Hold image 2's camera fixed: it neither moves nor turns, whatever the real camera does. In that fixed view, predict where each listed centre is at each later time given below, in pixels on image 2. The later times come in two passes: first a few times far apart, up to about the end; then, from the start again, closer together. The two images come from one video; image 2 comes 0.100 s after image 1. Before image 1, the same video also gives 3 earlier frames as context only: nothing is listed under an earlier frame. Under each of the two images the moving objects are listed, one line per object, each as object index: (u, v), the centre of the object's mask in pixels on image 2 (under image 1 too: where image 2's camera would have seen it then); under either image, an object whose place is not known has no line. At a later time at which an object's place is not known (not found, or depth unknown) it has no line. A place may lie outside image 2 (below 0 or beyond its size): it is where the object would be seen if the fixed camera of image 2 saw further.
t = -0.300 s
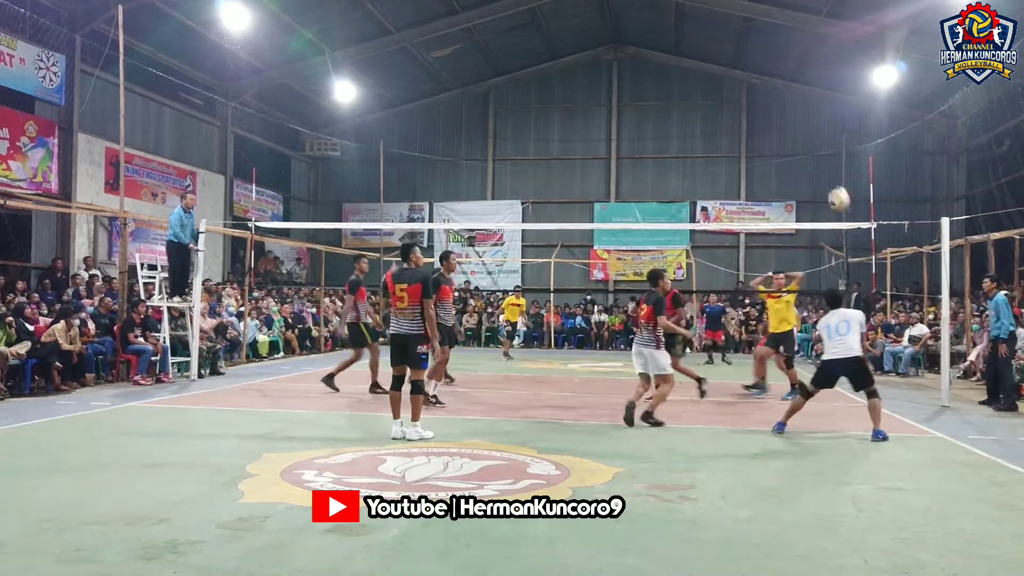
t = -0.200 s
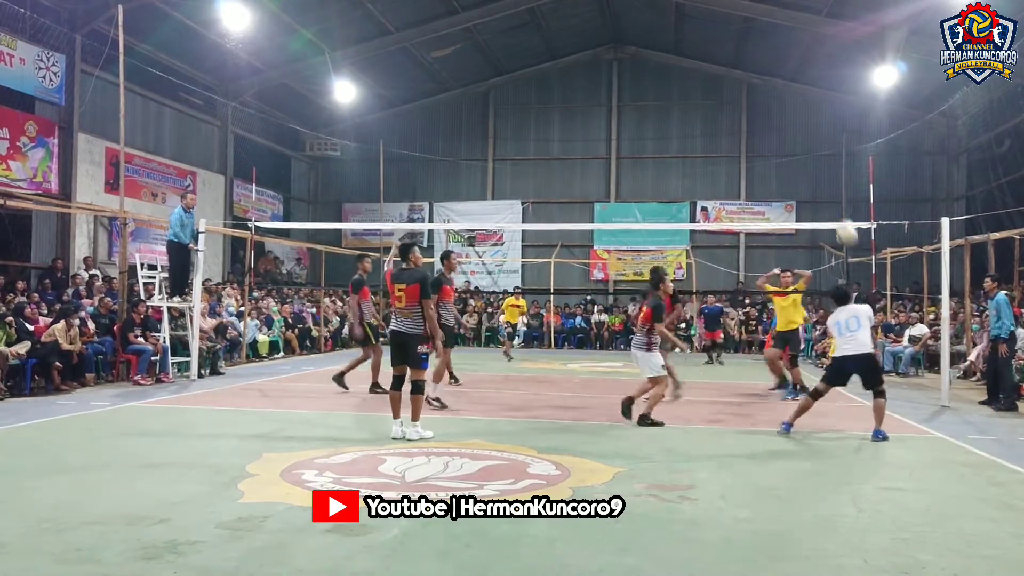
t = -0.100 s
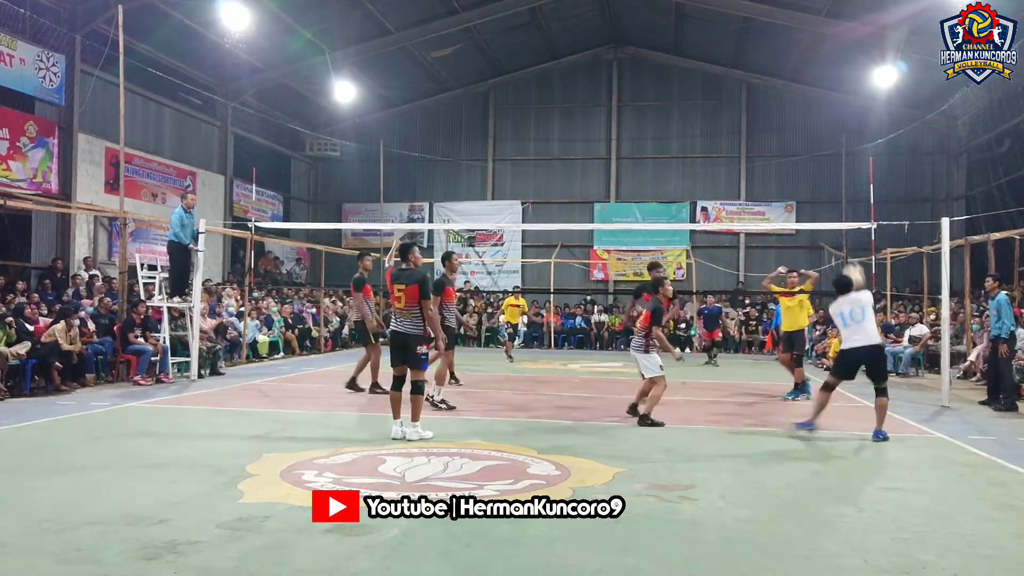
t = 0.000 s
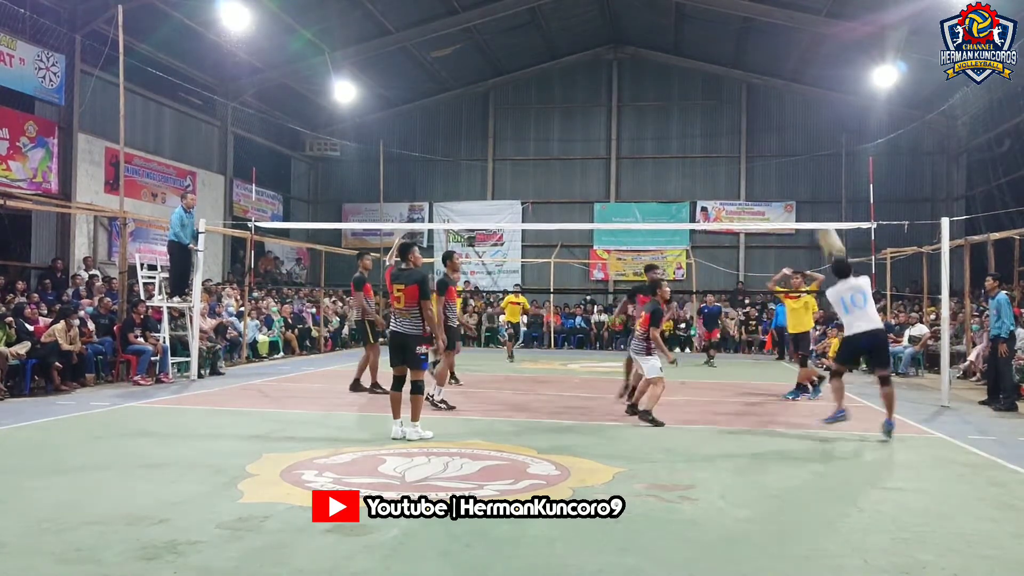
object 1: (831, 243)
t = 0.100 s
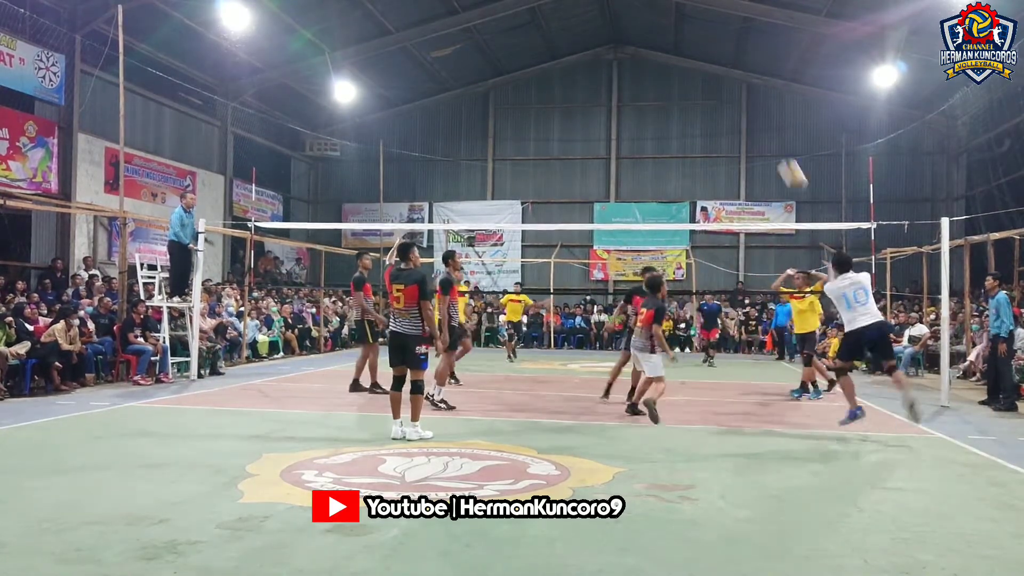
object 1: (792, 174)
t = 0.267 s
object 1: (736, 91)
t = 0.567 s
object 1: (649, 16)
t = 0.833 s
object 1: (582, 14)
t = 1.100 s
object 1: (522, 63)
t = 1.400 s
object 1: (462, 169)
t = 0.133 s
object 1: (781, 156)
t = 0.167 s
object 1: (769, 138)
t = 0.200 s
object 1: (758, 121)
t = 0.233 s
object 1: (747, 106)
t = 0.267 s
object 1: (736, 91)
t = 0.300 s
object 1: (725, 79)
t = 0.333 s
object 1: (715, 67)
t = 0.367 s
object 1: (705, 57)
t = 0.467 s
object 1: (676, 32)
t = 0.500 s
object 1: (667, 25)
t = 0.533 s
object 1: (658, 20)
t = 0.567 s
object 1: (649, 16)
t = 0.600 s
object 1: (640, 13)
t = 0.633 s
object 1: (631, 10)
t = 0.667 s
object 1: (623, 9)
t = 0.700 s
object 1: (614, 9)
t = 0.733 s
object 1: (606, 8)
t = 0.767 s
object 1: (598, 9)
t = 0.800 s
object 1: (590, 12)
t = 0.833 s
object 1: (582, 14)
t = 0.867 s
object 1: (574, 18)
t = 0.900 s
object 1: (566, 22)
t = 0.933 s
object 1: (559, 27)
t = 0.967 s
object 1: (551, 33)
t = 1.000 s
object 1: (543, 40)
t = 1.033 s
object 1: (536, 47)
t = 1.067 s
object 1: (529, 55)
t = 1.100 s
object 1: (522, 63)
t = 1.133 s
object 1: (515, 73)
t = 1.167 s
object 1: (508, 83)
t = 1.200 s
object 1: (501, 93)
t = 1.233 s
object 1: (494, 104)
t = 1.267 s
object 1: (488, 116)
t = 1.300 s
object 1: (481, 129)
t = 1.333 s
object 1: (475, 142)
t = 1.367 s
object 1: (469, 155)
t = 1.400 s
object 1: (462, 169)
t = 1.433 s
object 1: (456, 184)
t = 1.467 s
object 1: (451, 197)
